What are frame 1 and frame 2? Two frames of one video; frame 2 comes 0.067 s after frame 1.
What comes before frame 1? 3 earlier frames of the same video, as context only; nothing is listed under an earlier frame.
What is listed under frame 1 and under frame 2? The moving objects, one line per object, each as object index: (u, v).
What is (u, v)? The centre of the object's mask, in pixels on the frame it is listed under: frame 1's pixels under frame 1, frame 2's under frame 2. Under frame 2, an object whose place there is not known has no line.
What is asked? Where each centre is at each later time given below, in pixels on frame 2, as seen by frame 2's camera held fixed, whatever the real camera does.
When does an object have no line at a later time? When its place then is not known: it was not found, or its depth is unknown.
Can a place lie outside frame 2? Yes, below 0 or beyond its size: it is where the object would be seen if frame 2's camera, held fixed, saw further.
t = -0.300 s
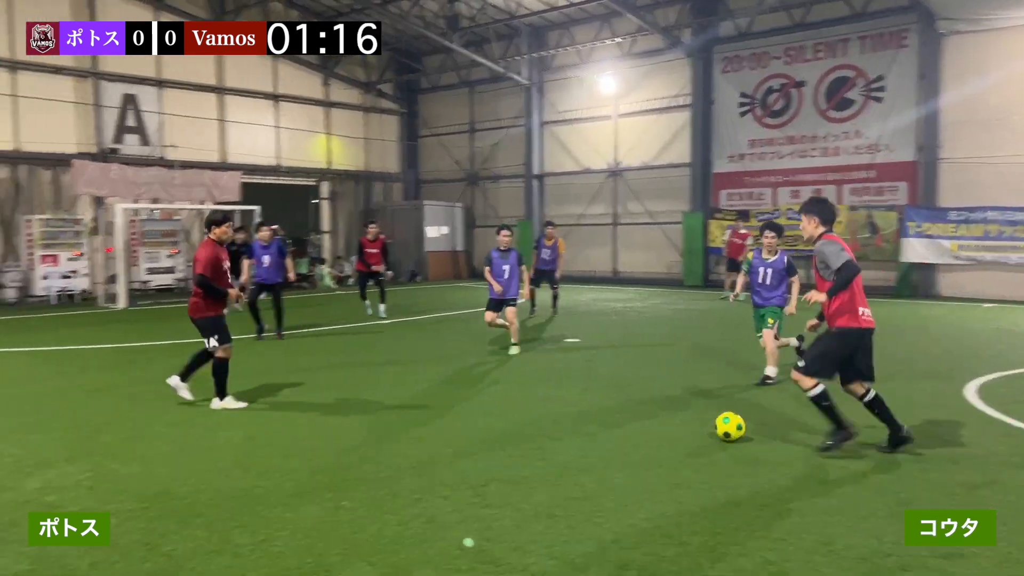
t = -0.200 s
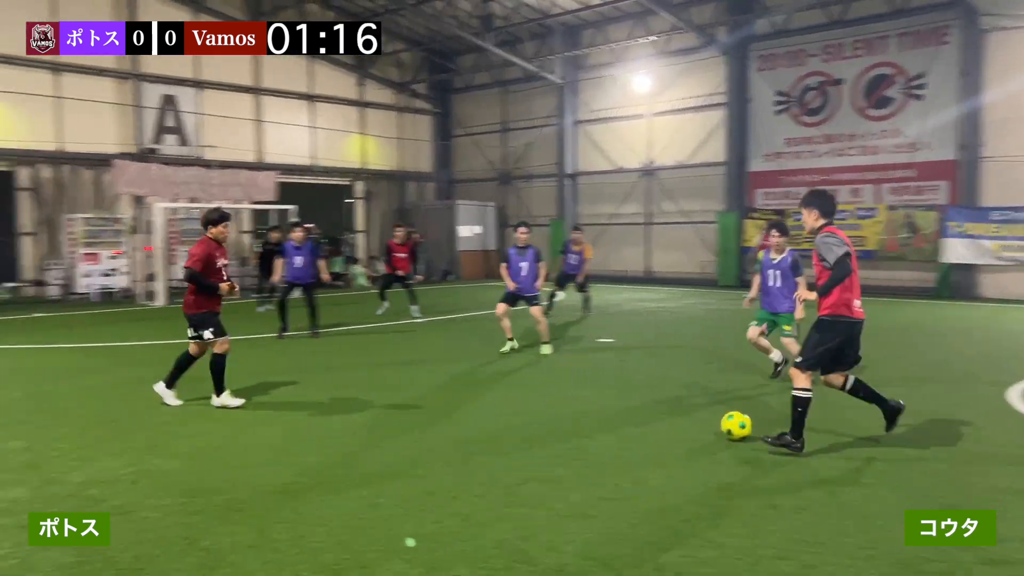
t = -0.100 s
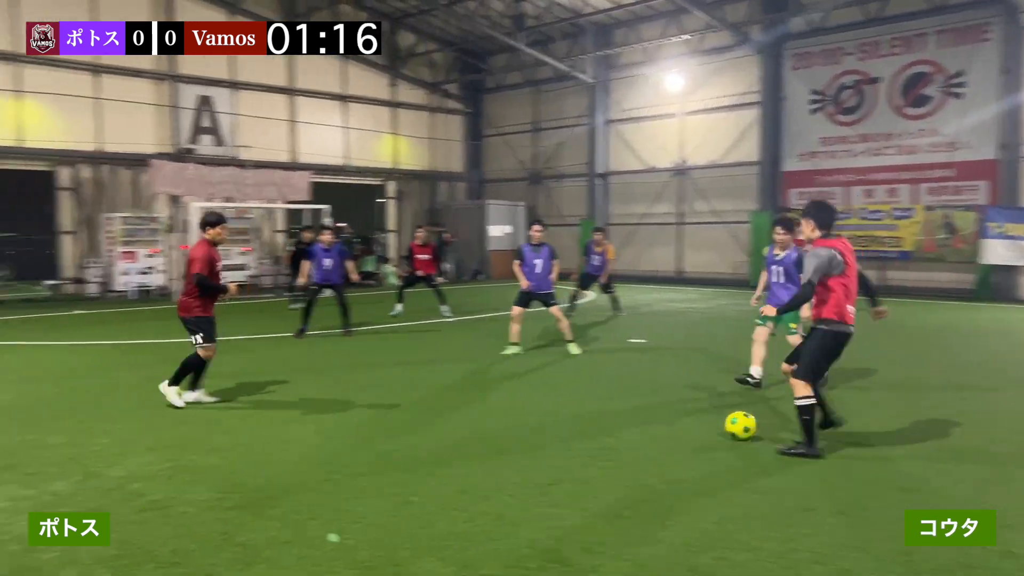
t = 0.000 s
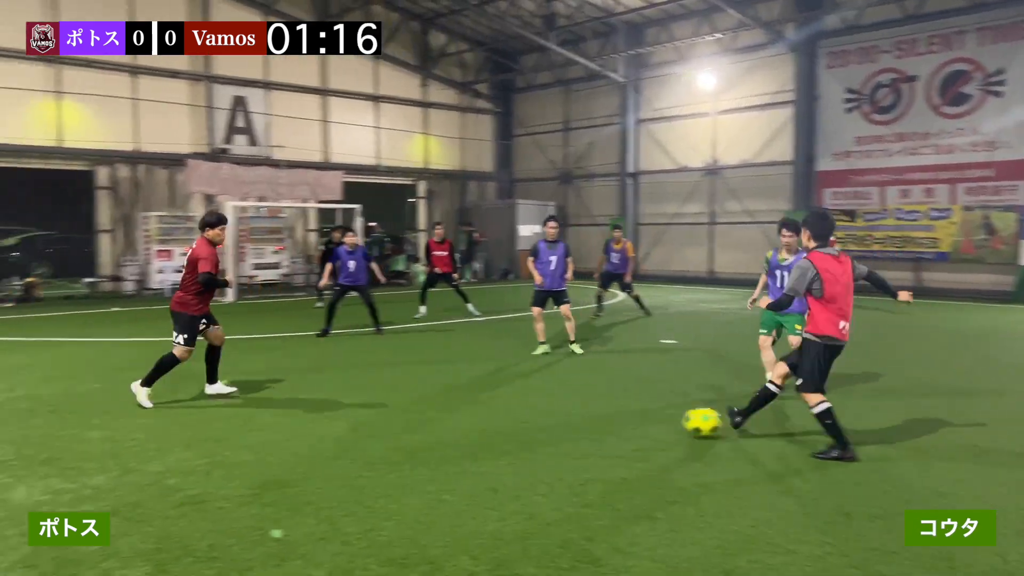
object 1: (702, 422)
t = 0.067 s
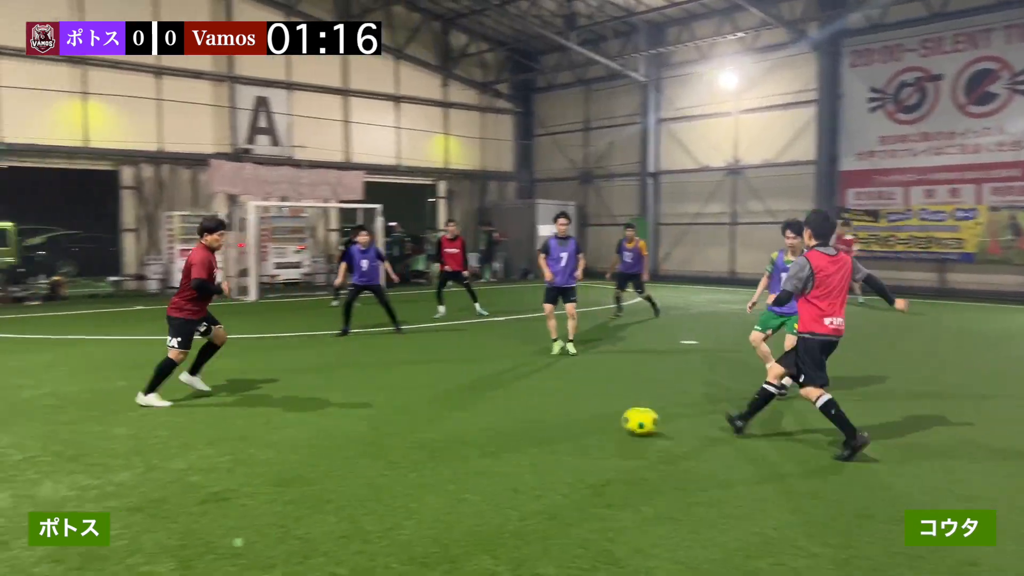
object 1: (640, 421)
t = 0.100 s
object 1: (602, 420)
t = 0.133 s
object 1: (564, 419)
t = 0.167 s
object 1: (529, 418)
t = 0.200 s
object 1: (497, 416)
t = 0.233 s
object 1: (464, 415)
